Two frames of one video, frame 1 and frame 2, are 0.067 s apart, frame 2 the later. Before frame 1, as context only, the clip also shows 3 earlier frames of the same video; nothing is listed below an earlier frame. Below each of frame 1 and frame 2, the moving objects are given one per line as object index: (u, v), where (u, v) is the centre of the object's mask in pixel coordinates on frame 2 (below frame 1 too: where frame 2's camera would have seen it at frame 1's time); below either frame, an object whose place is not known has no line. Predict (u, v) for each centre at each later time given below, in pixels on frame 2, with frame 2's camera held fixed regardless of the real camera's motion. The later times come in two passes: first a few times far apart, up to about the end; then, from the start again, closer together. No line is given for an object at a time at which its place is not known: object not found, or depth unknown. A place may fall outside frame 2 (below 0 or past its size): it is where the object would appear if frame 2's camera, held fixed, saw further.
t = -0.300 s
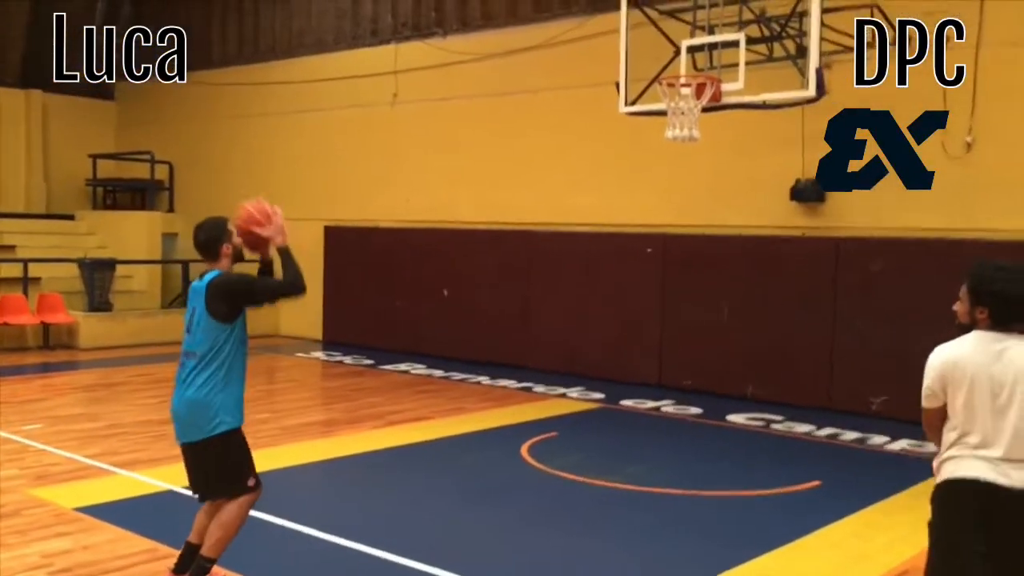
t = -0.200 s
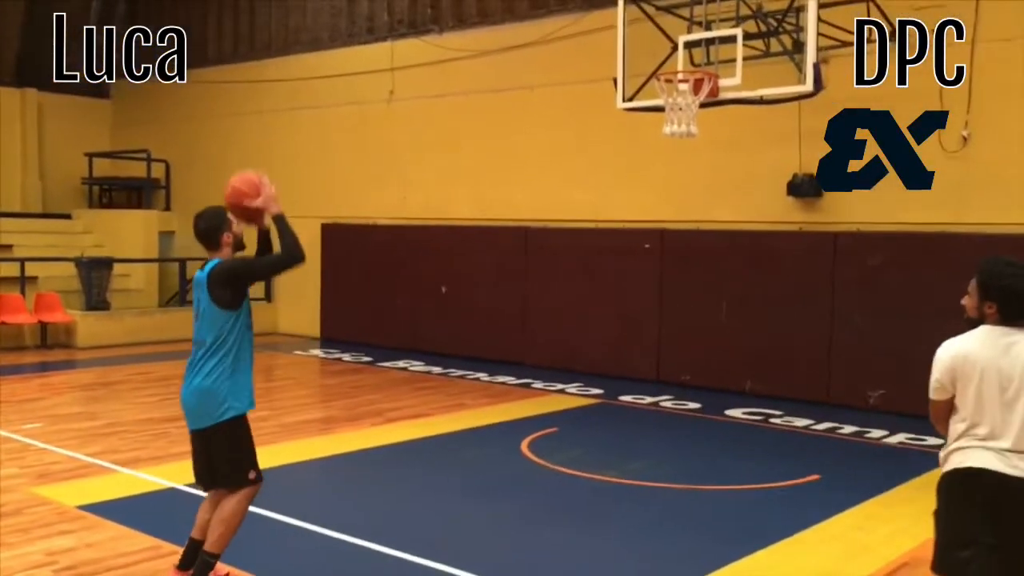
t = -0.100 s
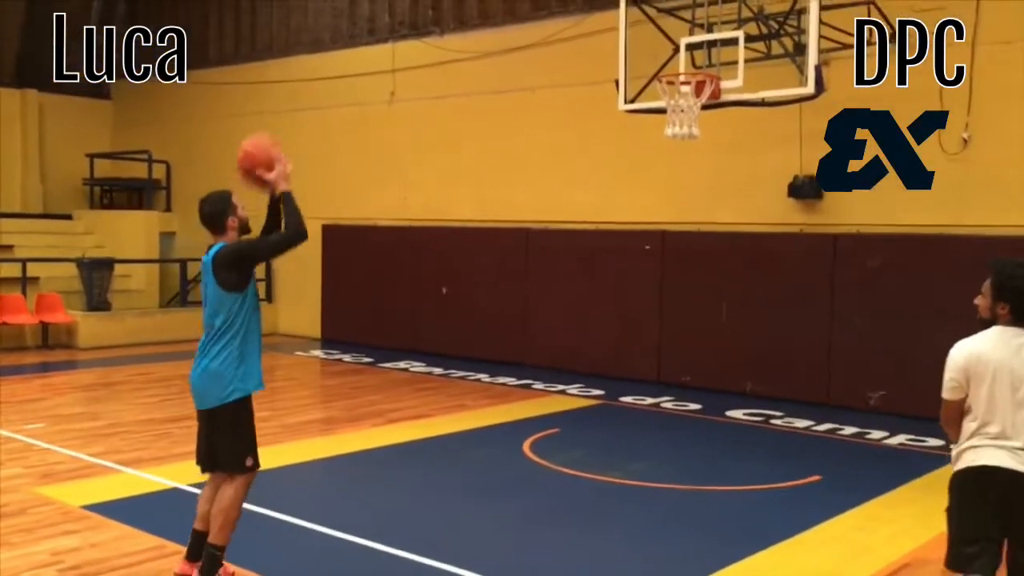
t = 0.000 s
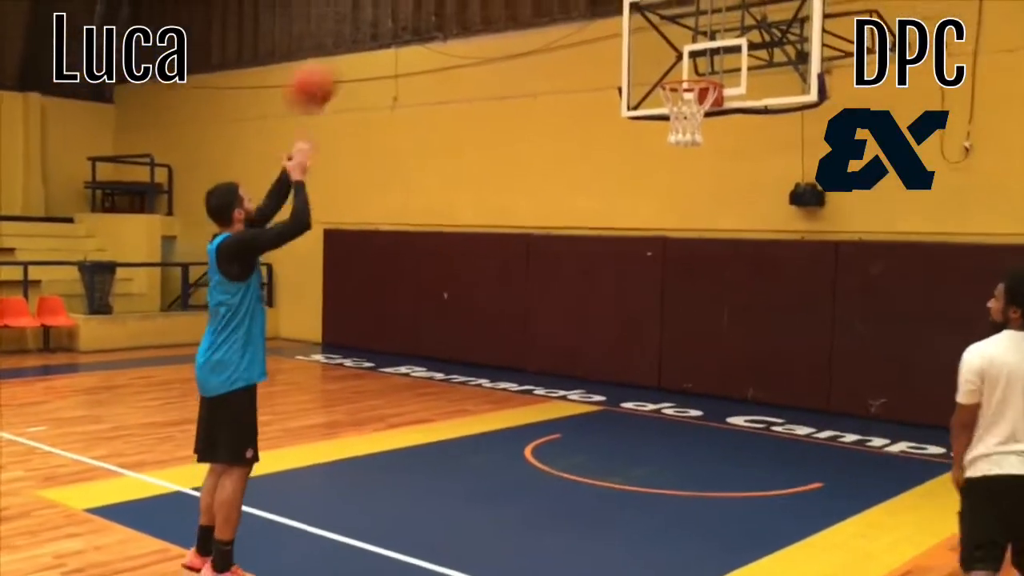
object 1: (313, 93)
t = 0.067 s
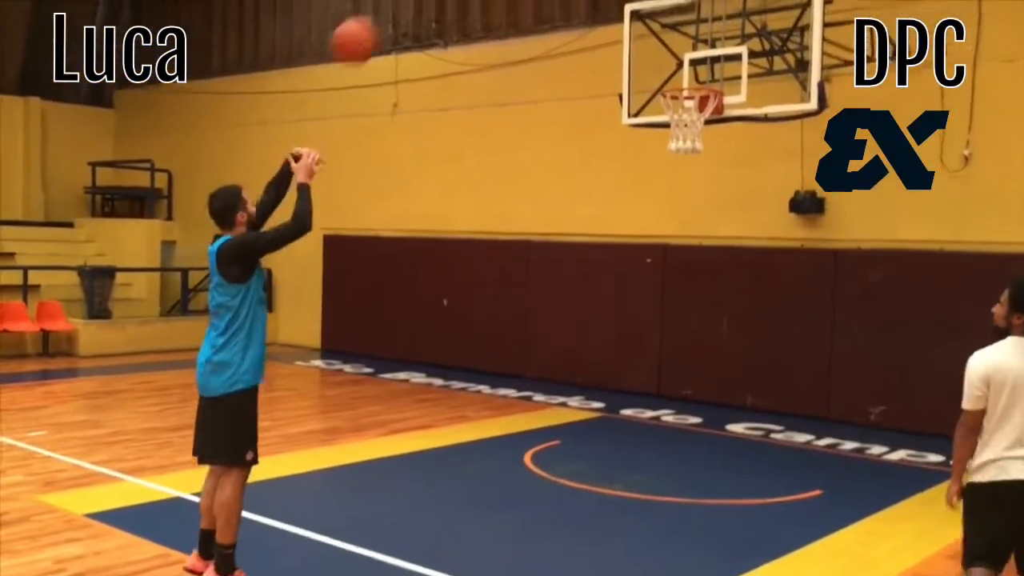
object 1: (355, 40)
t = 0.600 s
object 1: (594, -30)
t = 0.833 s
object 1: (657, 41)
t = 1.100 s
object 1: (729, 44)
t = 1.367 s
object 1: (782, 33)
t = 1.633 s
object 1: (825, 110)
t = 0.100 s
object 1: (375, 21)
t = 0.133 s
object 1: (393, 6)
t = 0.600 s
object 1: (594, -30)
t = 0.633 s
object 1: (603, -27)
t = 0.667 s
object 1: (613, -23)
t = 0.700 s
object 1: (622, -13)
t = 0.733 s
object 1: (630, -3)
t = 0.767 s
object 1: (640, 11)
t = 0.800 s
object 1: (648, 26)
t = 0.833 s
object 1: (657, 41)
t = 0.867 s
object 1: (666, 58)
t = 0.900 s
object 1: (673, 76)
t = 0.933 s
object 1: (681, 79)
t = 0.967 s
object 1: (691, 71)
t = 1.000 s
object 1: (700, 62)
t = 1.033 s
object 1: (710, 54)
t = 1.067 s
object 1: (719, 48)
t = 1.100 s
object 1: (729, 44)
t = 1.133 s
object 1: (738, 39)
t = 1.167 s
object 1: (748, 35)
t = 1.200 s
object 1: (757, 35)
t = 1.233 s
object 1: (762, 32)
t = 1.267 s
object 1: (767, 31)
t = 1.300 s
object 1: (772, 31)
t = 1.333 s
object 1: (777, 31)
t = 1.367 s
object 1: (782, 33)
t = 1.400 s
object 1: (788, 38)
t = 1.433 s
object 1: (794, 43)
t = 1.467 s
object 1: (799, 51)
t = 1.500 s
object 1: (804, 58)
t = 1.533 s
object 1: (809, 68)
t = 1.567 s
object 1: (814, 80)
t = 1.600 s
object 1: (820, 94)
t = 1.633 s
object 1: (825, 110)
